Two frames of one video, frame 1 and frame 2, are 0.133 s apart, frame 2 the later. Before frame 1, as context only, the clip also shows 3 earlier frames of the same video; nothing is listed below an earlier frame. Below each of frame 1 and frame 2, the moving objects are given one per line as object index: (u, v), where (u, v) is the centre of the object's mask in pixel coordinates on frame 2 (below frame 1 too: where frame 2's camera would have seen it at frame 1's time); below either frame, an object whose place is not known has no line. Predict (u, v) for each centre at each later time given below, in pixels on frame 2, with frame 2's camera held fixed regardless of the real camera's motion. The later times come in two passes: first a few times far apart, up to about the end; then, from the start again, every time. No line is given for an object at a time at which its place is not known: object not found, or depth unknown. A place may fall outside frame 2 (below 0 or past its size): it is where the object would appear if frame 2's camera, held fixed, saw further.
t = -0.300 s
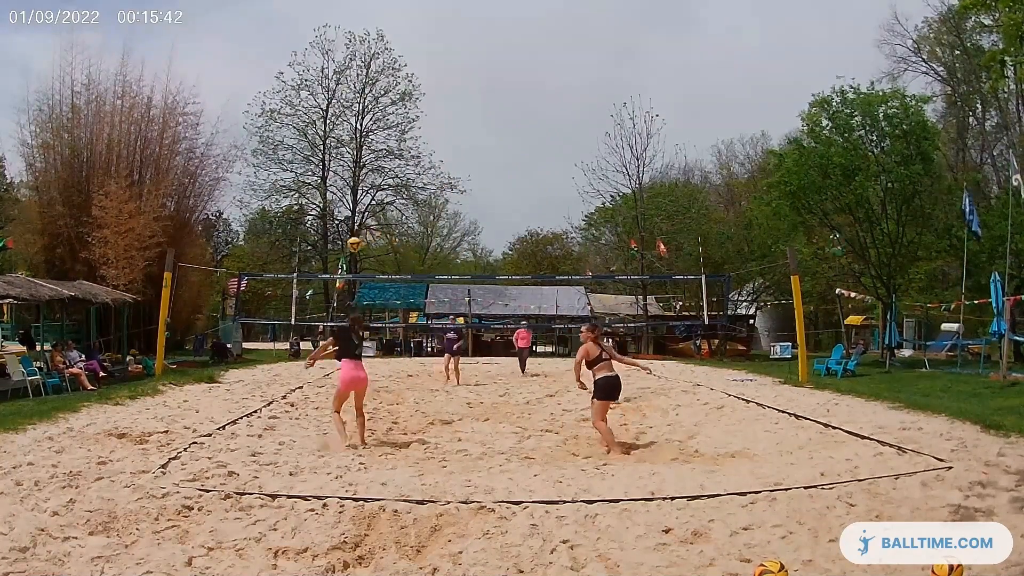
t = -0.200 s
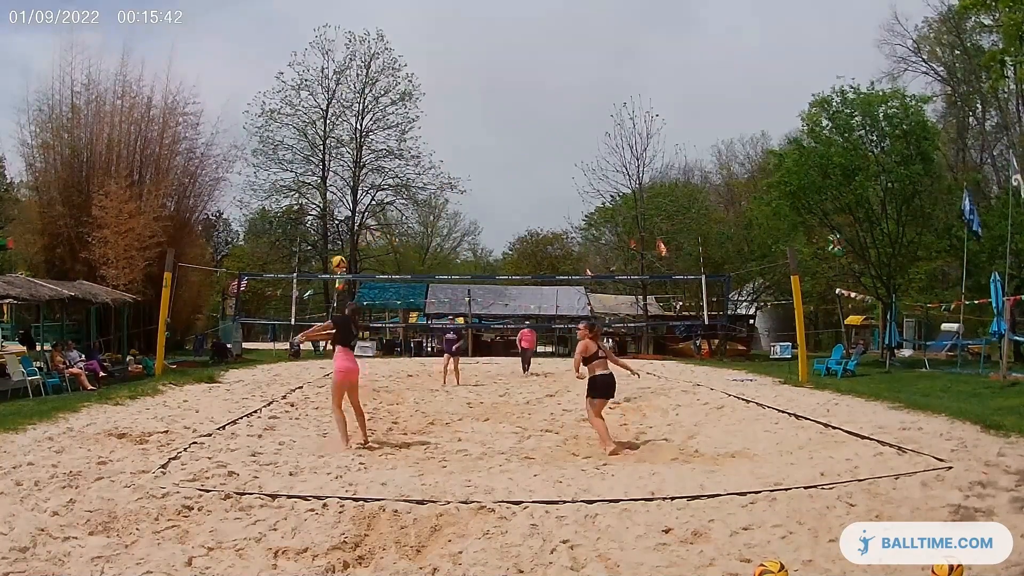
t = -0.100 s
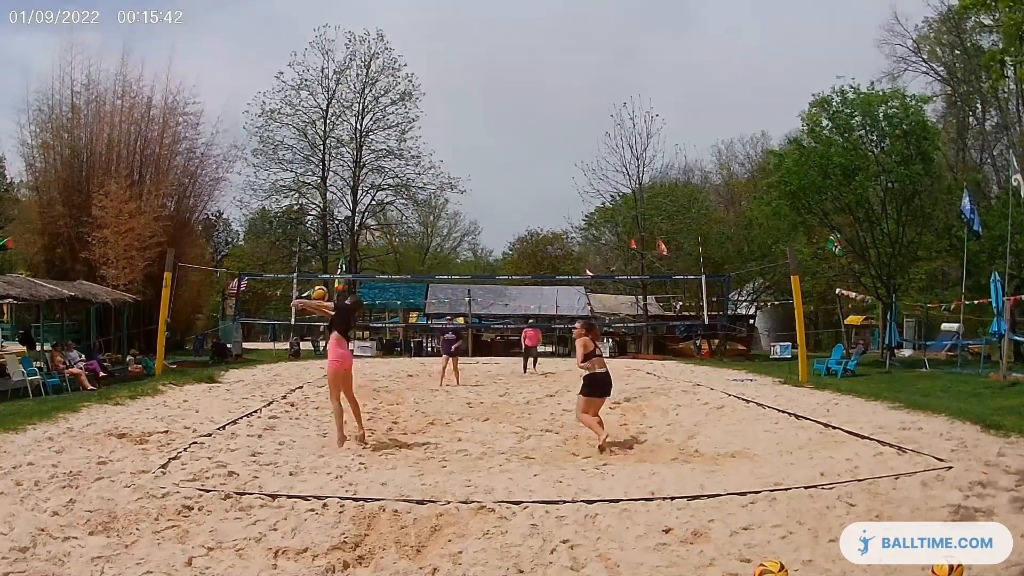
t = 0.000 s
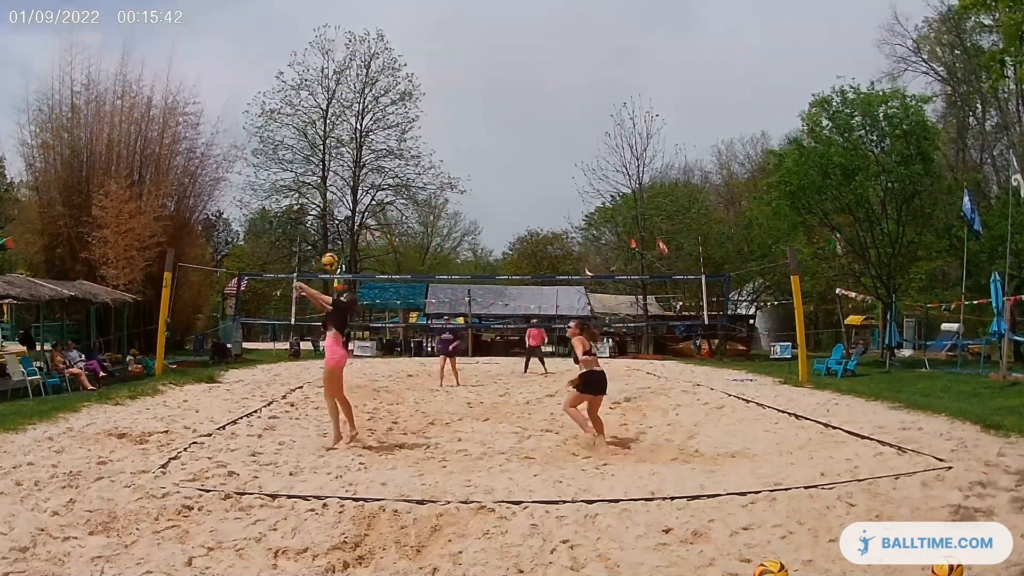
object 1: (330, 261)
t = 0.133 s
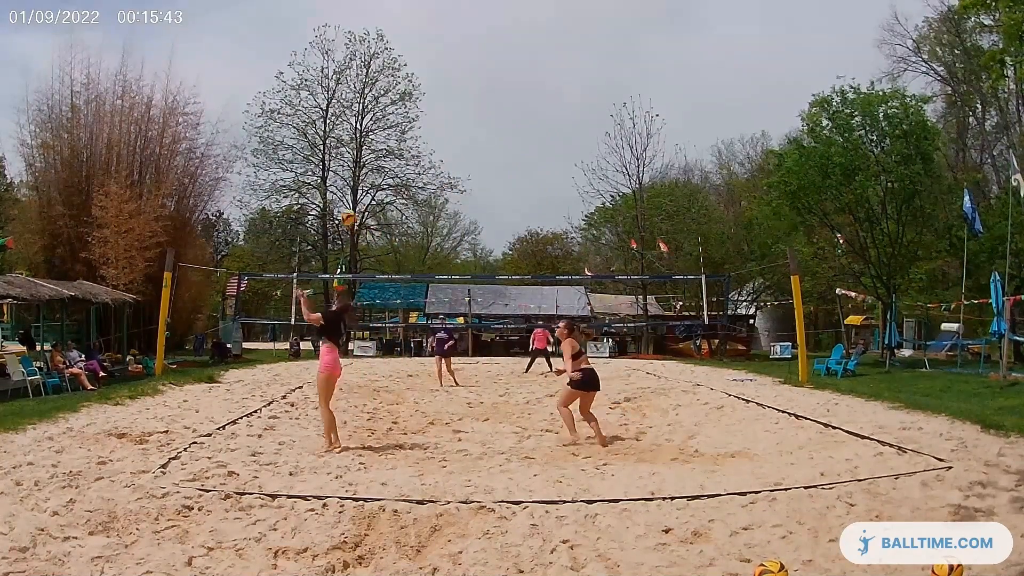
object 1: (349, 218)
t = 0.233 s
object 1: (360, 196)
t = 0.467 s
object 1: (382, 179)
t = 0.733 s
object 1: (402, 199)
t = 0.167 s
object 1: (353, 209)
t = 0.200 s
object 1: (357, 202)
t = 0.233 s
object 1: (360, 196)
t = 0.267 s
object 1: (364, 191)
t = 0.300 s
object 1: (368, 187)
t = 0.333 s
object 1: (371, 185)
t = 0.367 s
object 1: (372, 183)
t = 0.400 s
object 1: (377, 179)
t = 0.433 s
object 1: (378, 179)
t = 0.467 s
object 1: (382, 179)
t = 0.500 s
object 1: (386, 178)
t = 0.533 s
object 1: (387, 180)
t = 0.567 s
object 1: (390, 181)
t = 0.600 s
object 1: (394, 184)
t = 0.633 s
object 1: (396, 188)
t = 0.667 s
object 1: (398, 191)
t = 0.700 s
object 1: (400, 194)
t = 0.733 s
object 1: (402, 199)
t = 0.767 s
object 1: (405, 205)
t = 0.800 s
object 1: (406, 211)
